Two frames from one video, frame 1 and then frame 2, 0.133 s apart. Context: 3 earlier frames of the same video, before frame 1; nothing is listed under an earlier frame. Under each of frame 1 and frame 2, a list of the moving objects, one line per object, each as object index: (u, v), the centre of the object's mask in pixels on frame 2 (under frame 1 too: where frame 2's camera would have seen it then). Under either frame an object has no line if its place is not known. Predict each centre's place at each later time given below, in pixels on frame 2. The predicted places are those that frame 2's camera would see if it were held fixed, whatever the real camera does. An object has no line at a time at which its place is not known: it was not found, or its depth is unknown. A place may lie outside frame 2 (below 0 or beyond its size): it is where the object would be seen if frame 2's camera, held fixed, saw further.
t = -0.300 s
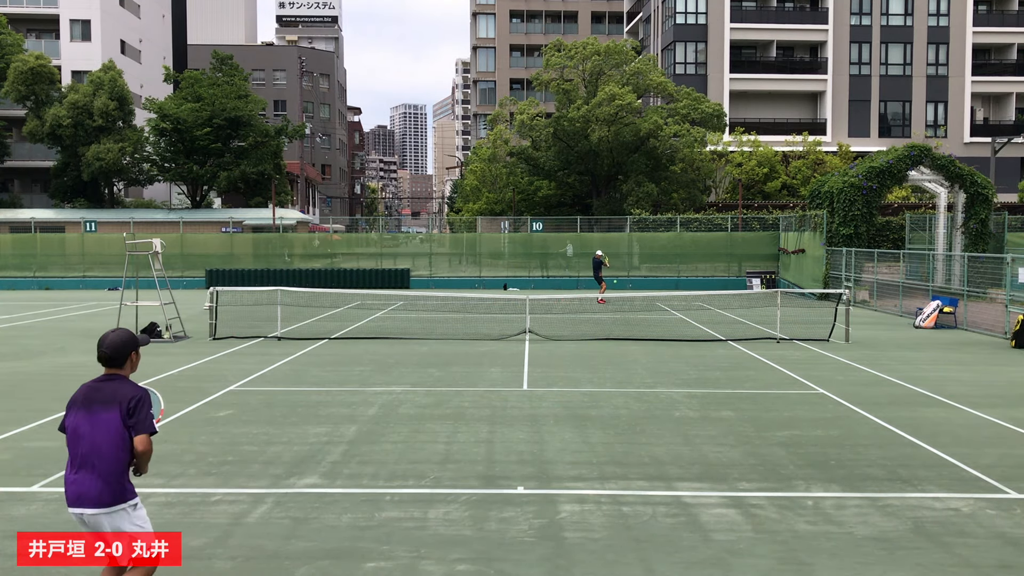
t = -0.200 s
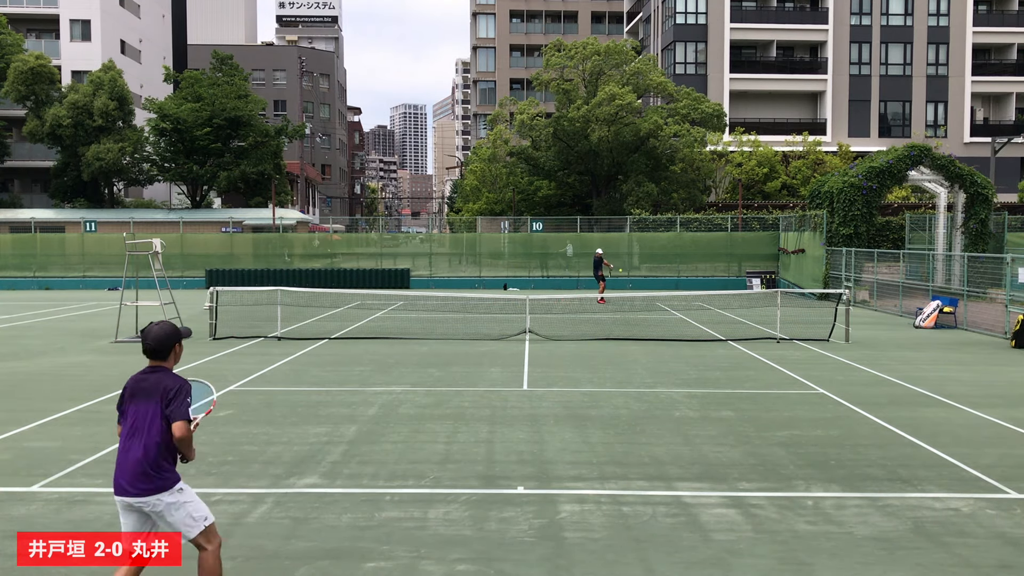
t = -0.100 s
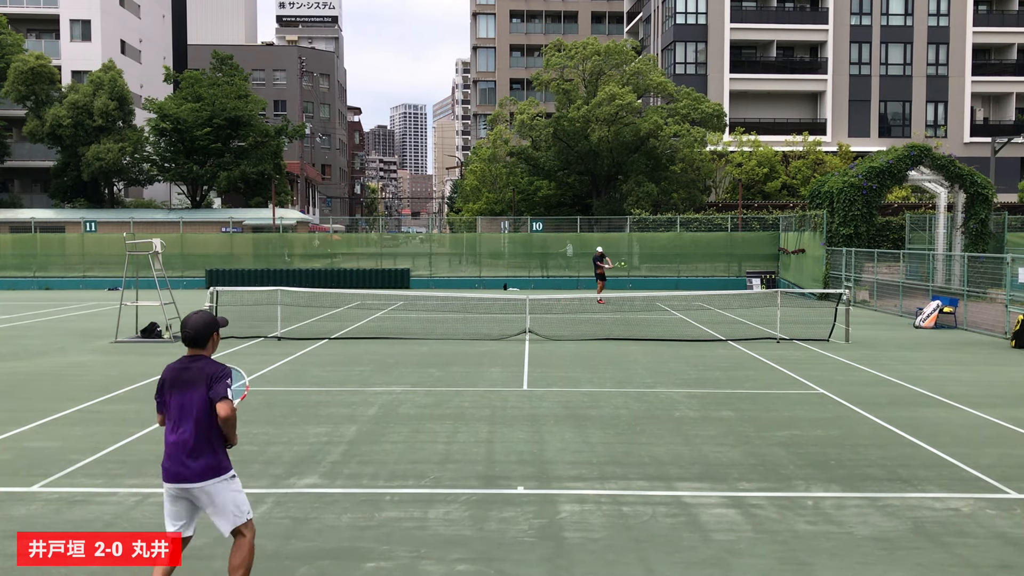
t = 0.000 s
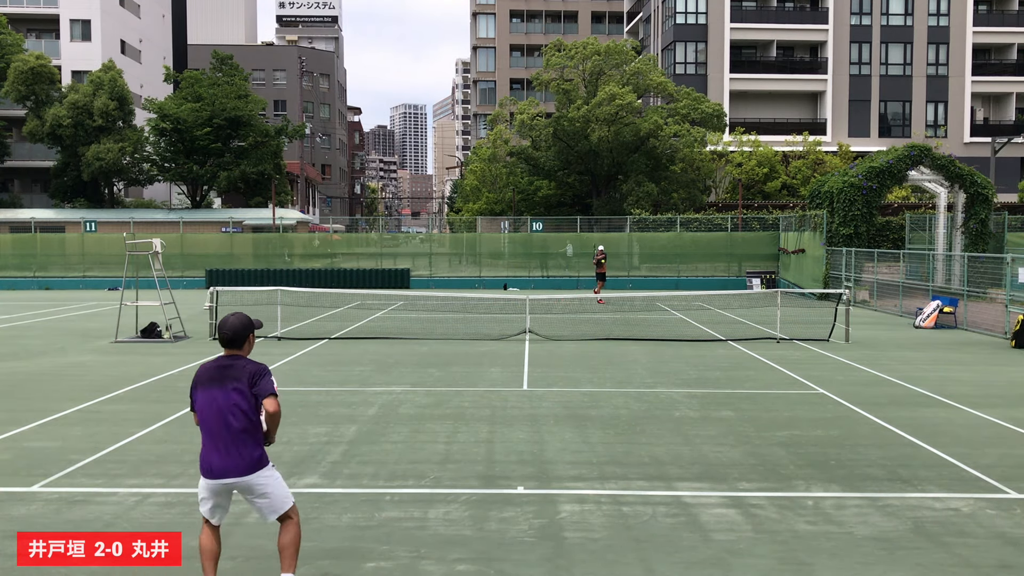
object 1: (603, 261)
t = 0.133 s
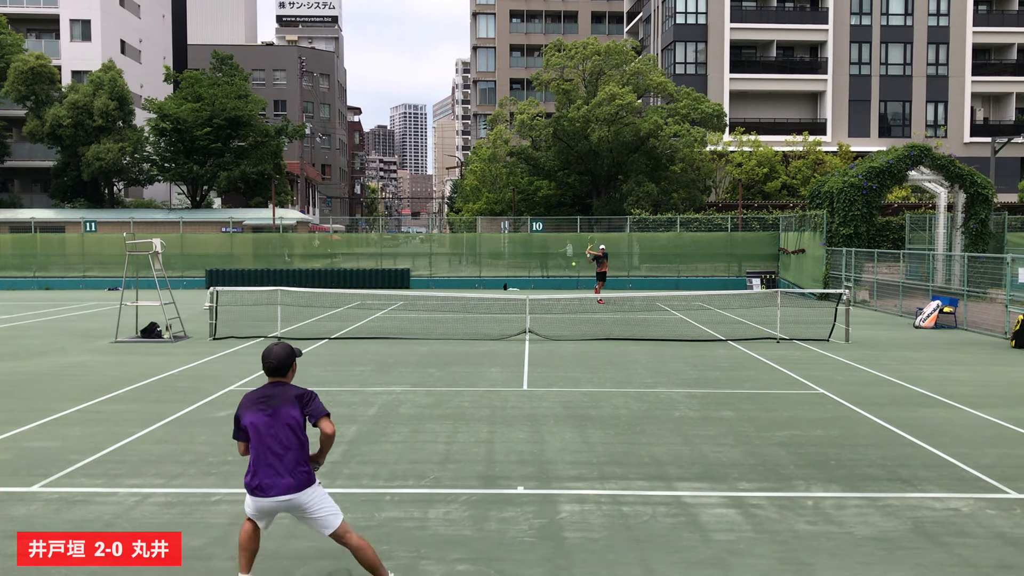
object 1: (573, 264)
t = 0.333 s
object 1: (519, 285)
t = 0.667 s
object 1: (378, 388)
